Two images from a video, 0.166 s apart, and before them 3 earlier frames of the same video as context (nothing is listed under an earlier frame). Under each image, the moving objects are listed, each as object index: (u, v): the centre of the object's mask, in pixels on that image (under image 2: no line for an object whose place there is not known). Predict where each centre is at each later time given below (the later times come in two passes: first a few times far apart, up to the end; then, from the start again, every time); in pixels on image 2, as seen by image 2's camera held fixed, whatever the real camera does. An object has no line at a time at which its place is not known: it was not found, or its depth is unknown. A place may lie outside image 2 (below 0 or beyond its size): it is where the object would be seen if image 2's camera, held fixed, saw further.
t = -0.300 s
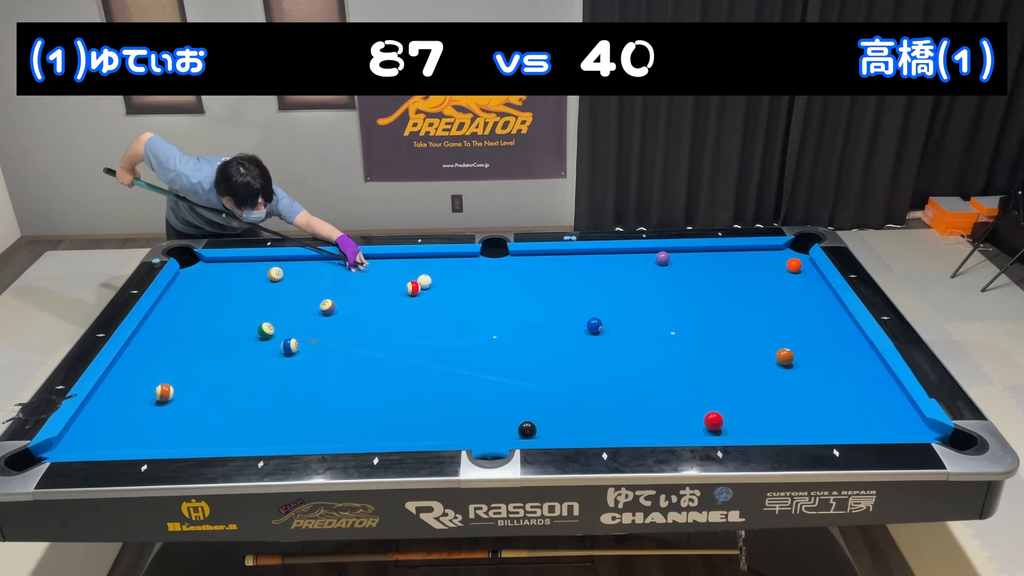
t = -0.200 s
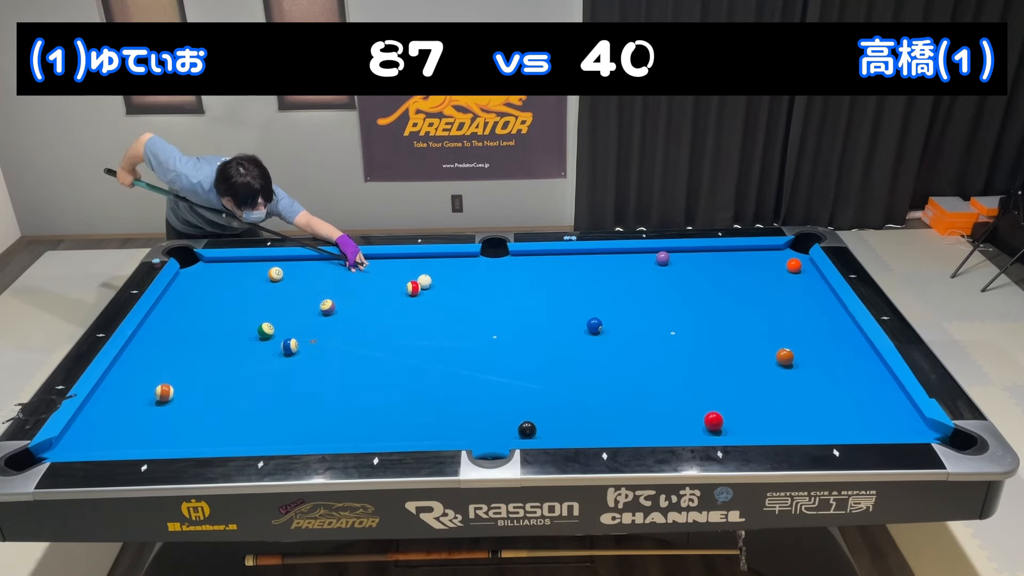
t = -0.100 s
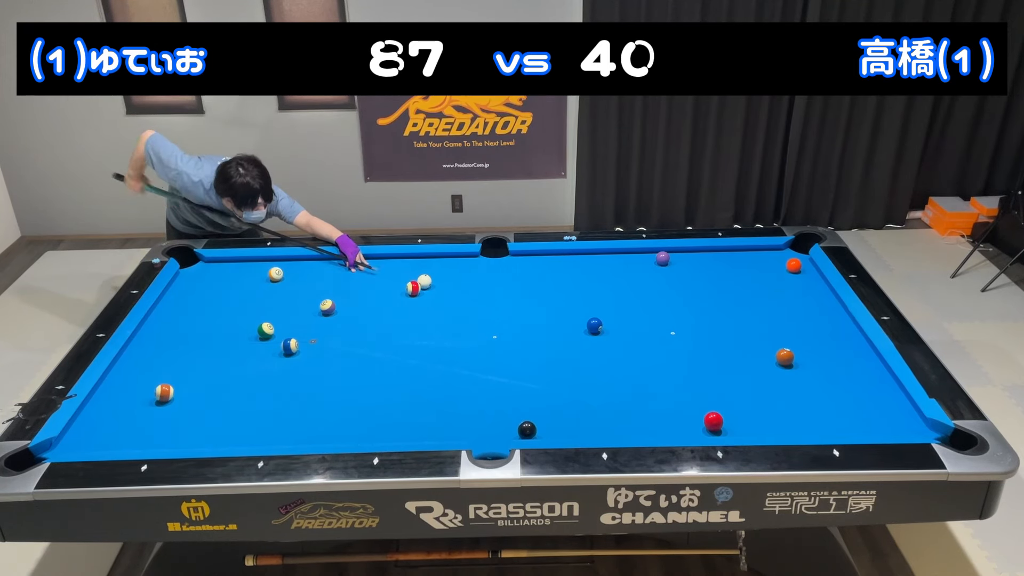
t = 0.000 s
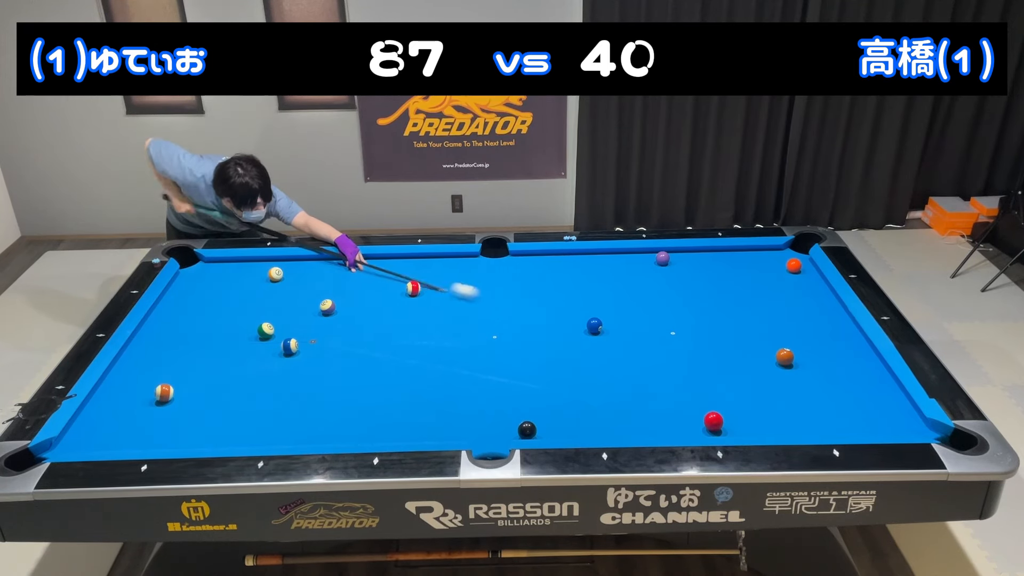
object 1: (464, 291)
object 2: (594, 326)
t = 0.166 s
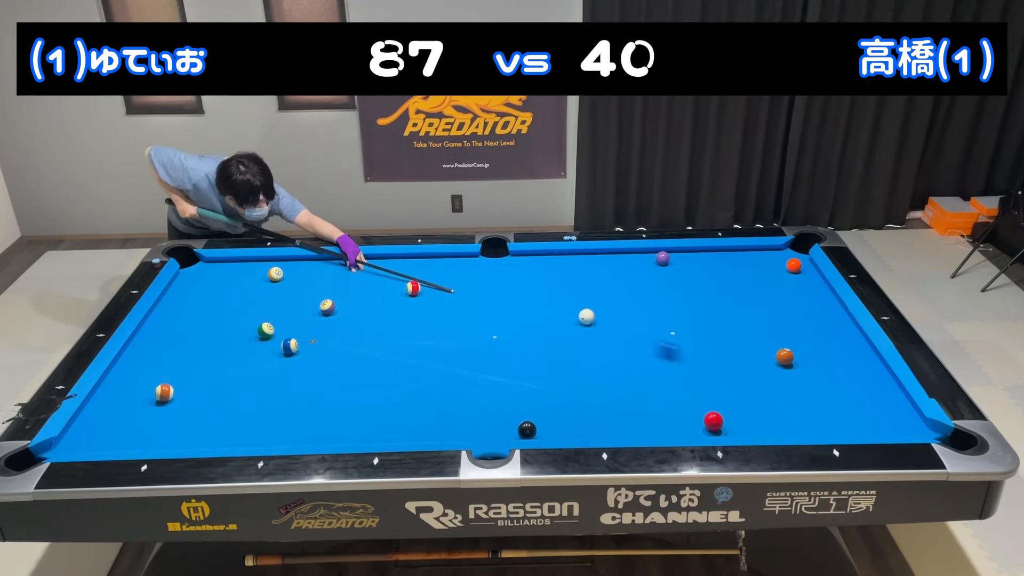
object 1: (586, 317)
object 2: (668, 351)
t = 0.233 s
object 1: (589, 313)
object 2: (751, 378)
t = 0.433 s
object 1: (577, 297)
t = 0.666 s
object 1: (549, 279)
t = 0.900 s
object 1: (524, 263)
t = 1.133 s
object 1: (508, 259)
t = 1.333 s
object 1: (500, 266)
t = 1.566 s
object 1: (491, 275)
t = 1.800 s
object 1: (482, 283)
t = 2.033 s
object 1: (474, 291)
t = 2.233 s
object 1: (467, 298)
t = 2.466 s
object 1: (459, 306)
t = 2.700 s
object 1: (451, 313)
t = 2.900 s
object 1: (444, 319)
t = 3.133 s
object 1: (437, 327)
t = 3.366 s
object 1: (430, 333)
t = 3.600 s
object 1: (423, 340)
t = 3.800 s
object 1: (418, 345)
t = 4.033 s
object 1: (412, 351)
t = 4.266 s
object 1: (407, 356)
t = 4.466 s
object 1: (403, 360)
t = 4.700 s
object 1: (399, 364)
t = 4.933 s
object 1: (395, 368)
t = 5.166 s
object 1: (391, 371)
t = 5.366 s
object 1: (389, 373)
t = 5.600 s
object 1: (387, 376)
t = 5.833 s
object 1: (386, 377)
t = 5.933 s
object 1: (385, 378)
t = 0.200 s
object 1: (588, 315)
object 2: (709, 364)
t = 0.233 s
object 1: (589, 313)
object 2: (751, 378)
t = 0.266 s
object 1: (589, 310)
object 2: (794, 393)
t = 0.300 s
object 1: (588, 308)
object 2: (839, 408)
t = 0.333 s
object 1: (586, 305)
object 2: (887, 424)
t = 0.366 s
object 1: (583, 303)
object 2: (939, 435)
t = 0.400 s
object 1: (580, 300)
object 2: (967, 447)
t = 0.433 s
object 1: (577, 297)
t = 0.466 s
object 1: (572, 294)
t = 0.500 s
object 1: (568, 292)
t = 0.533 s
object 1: (564, 289)
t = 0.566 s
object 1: (560, 287)
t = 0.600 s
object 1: (556, 284)
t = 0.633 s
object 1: (553, 282)
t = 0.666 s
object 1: (549, 279)
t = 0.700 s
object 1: (545, 277)
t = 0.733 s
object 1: (542, 274)
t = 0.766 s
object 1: (538, 272)
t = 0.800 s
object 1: (535, 270)
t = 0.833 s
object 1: (531, 267)
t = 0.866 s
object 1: (528, 265)
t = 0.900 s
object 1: (524, 263)
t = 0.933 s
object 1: (521, 261)
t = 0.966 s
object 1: (518, 259)
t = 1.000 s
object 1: (515, 256)
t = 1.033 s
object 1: (512, 255)
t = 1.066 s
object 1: (511, 256)
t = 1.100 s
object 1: (509, 258)
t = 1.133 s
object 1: (508, 259)
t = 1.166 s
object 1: (507, 260)
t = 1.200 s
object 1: (505, 261)
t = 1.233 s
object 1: (504, 262)
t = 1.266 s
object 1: (503, 264)
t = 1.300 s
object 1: (501, 265)
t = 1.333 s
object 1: (500, 266)
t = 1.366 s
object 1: (499, 267)
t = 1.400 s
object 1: (498, 269)
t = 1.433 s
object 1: (496, 270)
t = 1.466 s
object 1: (495, 271)
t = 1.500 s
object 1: (494, 272)
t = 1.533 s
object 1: (493, 273)
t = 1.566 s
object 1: (491, 275)
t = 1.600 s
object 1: (490, 276)
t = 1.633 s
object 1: (489, 277)
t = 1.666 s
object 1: (487, 278)
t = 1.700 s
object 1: (486, 279)
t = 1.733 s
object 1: (485, 280)
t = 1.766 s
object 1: (484, 282)
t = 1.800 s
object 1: (482, 283)
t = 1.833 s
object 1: (481, 284)
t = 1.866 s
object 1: (480, 285)
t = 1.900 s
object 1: (479, 286)
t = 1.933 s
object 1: (478, 287)
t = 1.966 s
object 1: (476, 289)
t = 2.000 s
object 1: (475, 290)
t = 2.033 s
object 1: (474, 291)
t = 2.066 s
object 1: (473, 292)
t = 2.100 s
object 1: (472, 293)
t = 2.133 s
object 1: (470, 294)
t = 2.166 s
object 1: (469, 296)
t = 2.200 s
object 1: (468, 297)
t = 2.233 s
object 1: (467, 298)
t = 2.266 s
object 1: (466, 299)
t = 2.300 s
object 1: (464, 300)
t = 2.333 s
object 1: (463, 301)
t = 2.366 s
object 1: (462, 302)
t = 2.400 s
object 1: (461, 303)
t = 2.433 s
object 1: (460, 304)
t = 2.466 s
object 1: (459, 306)
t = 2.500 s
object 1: (457, 307)
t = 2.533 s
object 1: (456, 308)
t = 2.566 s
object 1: (455, 309)
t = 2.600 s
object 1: (454, 310)
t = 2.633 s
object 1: (453, 311)
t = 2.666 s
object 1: (452, 312)
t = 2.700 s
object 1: (451, 313)
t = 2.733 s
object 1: (450, 314)
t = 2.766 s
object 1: (448, 315)
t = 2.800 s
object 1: (447, 316)
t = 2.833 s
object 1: (446, 317)
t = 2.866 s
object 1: (445, 318)
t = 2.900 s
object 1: (444, 319)
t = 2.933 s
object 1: (443, 320)
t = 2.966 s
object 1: (442, 321)
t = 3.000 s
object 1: (441, 323)
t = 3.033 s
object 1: (440, 324)
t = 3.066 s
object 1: (439, 325)
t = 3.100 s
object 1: (438, 326)
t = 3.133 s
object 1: (437, 327)
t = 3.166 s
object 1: (436, 328)
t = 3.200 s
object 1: (435, 329)
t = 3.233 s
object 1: (434, 330)
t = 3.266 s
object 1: (433, 331)
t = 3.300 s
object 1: (432, 331)
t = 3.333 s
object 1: (431, 332)
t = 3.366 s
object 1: (430, 333)
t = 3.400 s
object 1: (429, 334)
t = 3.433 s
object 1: (428, 335)
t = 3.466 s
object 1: (427, 336)
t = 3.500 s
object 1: (426, 337)
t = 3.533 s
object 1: (425, 338)
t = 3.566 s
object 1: (424, 339)
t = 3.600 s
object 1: (423, 340)
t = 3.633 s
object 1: (423, 341)
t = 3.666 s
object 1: (422, 342)
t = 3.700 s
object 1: (421, 342)
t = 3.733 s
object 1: (420, 343)
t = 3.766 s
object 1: (419, 344)
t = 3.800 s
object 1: (418, 345)
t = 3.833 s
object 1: (417, 346)
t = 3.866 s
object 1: (416, 347)
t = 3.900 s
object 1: (416, 347)
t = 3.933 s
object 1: (415, 348)
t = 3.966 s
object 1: (414, 349)
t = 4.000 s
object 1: (413, 350)
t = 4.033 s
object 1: (412, 351)
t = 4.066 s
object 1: (411, 351)
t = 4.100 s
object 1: (411, 352)
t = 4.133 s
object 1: (410, 353)
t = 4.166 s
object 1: (409, 354)
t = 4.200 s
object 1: (409, 354)
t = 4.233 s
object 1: (408, 355)
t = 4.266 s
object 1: (407, 356)
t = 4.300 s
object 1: (406, 357)
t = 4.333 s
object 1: (406, 357)
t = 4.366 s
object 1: (405, 358)
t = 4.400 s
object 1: (404, 359)
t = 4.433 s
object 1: (403, 359)
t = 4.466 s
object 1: (403, 360)
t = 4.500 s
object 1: (402, 361)
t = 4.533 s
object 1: (402, 361)
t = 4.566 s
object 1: (401, 362)
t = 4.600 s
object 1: (400, 362)
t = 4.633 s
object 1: (400, 363)
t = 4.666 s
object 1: (399, 364)
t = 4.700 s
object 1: (399, 364)
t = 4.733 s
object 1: (398, 365)
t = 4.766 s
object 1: (397, 365)
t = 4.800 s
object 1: (397, 366)
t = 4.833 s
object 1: (396, 366)
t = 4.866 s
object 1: (396, 367)
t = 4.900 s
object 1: (395, 367)
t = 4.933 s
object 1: (395, 368)
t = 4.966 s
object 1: (394, 368)
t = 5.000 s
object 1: (394, 369)
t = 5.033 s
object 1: (393, 369)
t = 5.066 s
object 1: (393, 370)
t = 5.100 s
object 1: (392, 370)
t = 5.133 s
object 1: (392, 371)
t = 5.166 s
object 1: (391, 371)
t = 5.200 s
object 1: (391, 372)
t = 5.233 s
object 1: (391, 372)
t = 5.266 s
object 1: (390, 372)
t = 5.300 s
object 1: (390, 373)
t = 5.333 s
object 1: (390, 373)
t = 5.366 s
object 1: (389, 373)
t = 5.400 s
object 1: (389, 374)
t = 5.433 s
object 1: (389, 374)
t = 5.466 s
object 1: (389, 374)
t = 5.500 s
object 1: (388, 375)
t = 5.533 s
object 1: (388, 375)
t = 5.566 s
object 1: (388, 375)
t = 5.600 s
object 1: (387, 376)
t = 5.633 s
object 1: (387, 376)
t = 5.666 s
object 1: (387, 376)
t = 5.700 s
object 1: (387, 376)
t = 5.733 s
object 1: (387, 377)
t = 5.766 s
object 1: (386, 377)
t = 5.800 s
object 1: (386, 377)
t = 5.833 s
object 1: (386, 377)
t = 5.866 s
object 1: (386, 377)
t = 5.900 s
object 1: (386, 378)
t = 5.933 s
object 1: (385, 378)
